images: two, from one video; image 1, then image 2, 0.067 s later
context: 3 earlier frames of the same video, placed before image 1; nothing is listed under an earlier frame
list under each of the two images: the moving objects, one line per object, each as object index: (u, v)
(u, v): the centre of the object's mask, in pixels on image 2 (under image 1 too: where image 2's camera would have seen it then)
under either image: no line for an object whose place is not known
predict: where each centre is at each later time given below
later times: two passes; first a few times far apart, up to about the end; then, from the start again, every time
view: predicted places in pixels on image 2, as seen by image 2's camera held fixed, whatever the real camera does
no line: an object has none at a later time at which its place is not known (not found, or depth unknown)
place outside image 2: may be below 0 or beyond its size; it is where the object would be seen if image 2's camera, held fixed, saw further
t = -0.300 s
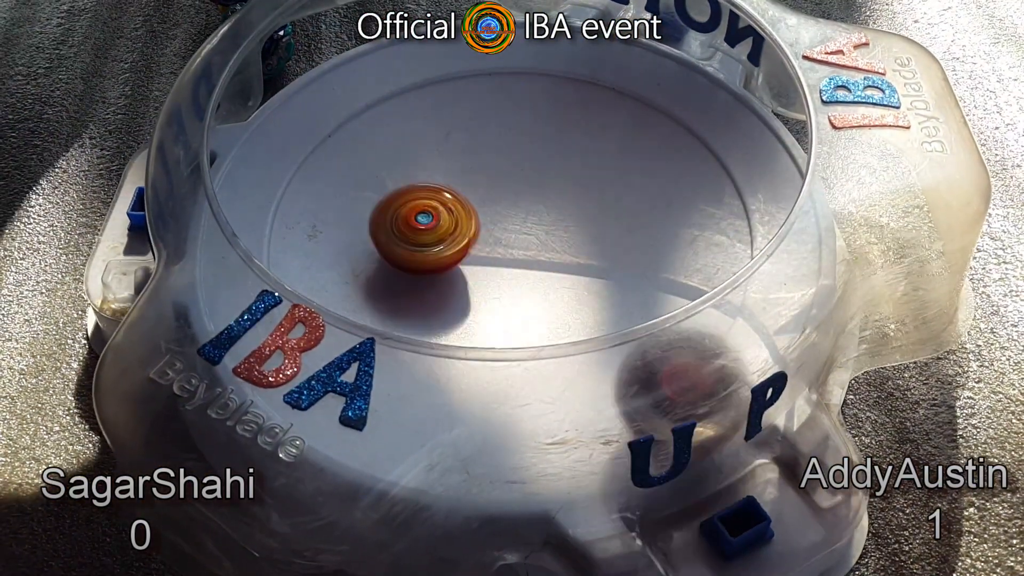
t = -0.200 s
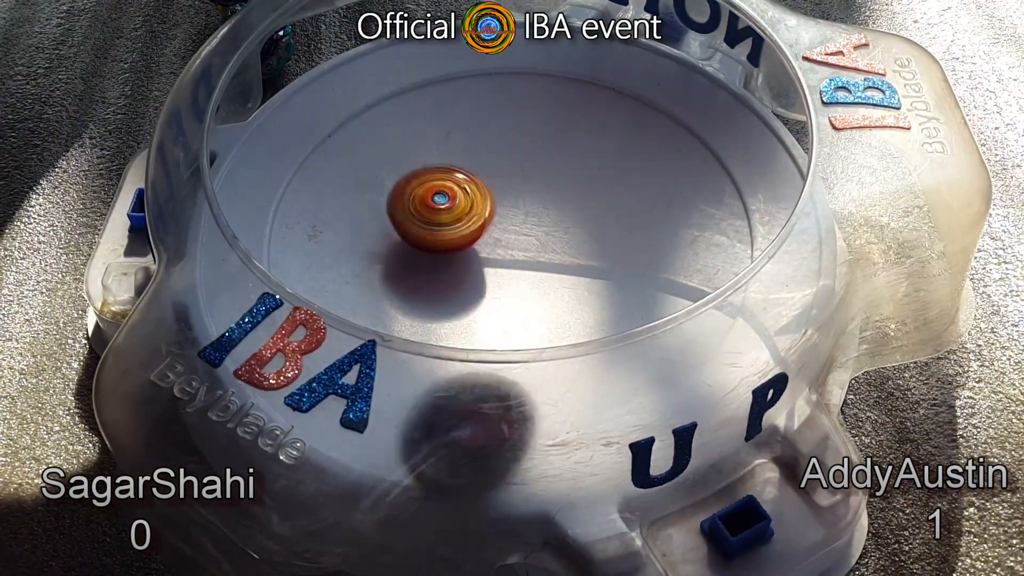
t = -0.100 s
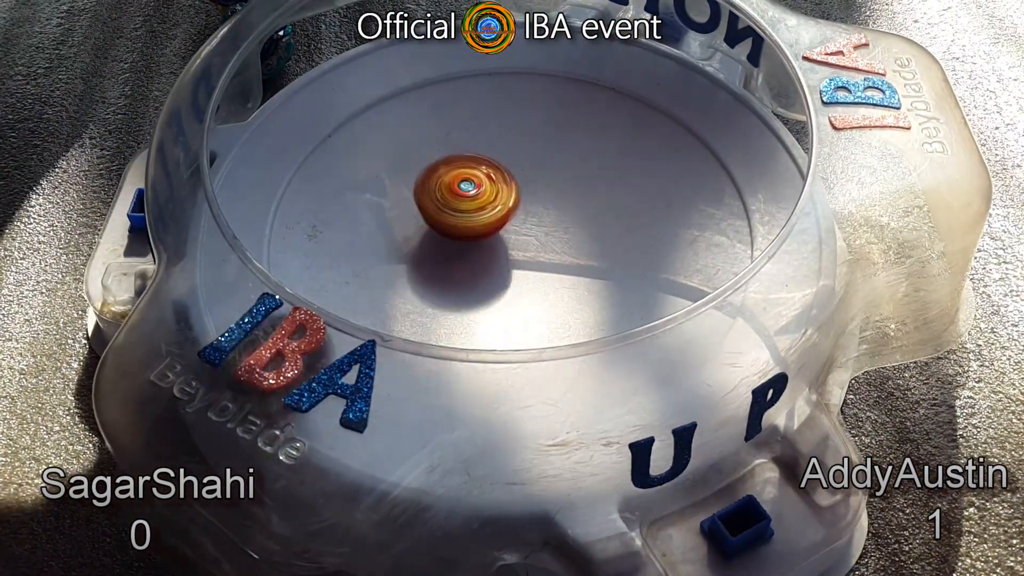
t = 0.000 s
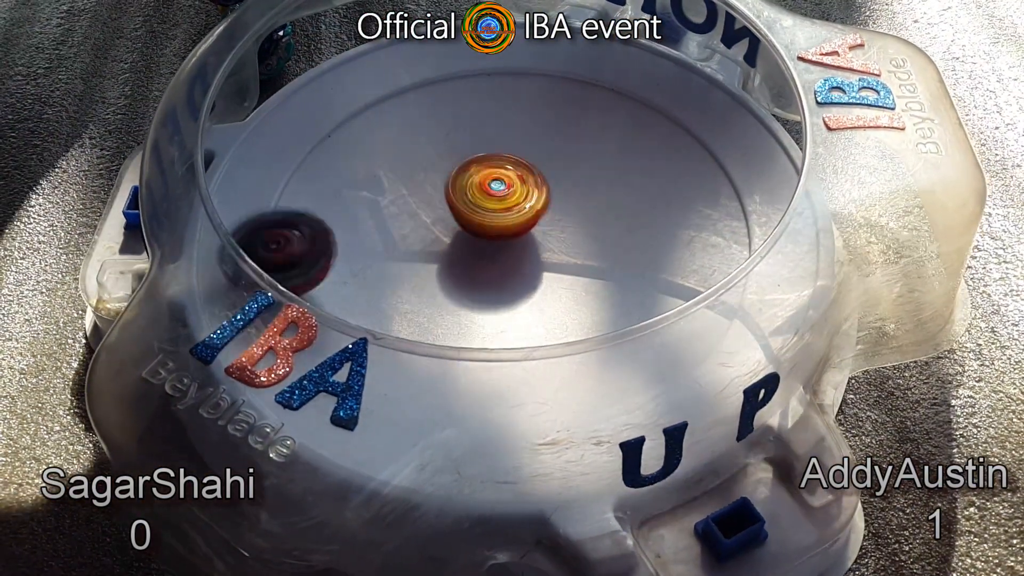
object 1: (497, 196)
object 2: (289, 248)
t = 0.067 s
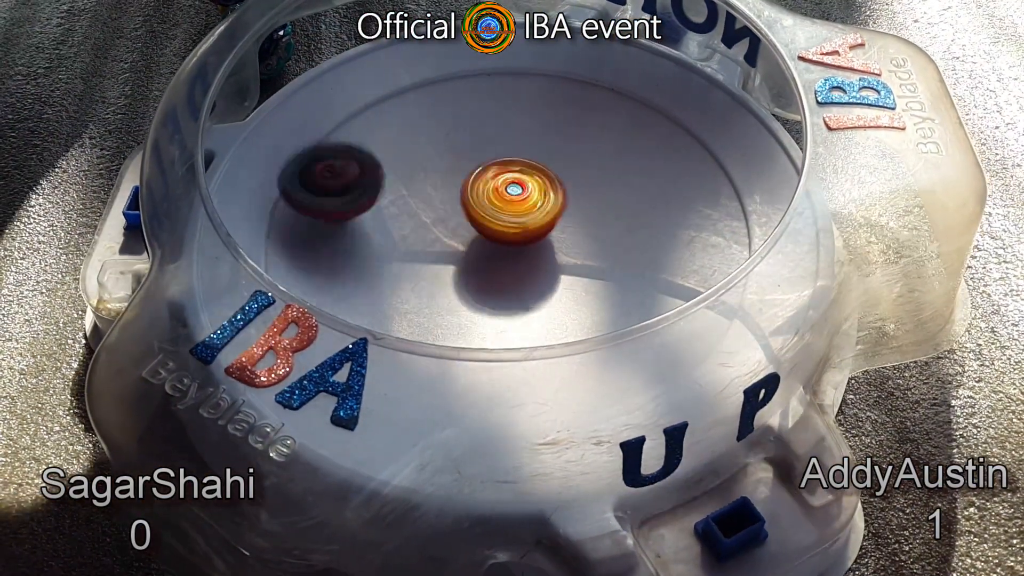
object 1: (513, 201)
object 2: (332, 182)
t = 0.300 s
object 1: (536, 248)
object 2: (630, 67)
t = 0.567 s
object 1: (481, 277)
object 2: (763, 309)
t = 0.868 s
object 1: (458, 246)
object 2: (289, 231)
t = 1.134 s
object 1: (493, 223)
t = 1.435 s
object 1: (508, 278)
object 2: (656, 198)
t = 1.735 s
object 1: (460, 258)
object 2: (459, 361)
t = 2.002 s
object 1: (501, 210)
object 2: (296, 165)
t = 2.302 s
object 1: (577, 242)
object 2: (593, 72)
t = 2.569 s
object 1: (511, 284)
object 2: (712, 267)
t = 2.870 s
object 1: (474, 211)
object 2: (349, 331)
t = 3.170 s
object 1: (576, 191)
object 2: (363, 100)
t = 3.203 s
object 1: (586, 196)
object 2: (394, 82)
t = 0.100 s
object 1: (520, 205)
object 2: (363, 147)
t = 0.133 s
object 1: (525, 211)
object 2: (397, 113)
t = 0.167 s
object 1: (531, 218)
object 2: (438, 86)
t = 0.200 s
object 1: (535, 225)
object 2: (482, 70)
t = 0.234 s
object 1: (536, 232)
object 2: (533, 59)
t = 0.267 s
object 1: (538, 241)
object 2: (578, 60)
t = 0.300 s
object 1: (536, 248)
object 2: (630, 67)
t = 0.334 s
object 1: (532, 255)
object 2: (682, 80)
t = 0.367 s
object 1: (528, 261)
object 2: (729, 103)
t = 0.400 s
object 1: (521, 266)
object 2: (762, 133)
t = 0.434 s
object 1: (515, 270)
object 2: (776, 159)
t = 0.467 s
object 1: (506, 274)
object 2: (815, 192)
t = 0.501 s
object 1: (499, 277)
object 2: (816, 235)
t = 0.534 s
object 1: (489, 277)
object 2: (806, 274)
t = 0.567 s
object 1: (481, 277)
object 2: (763, 309)
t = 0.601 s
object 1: (473, 276)
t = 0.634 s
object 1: (468, 274)
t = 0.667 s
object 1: (462, 270)
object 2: (586, 364)
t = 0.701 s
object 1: (459, 266)
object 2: (520, 365)
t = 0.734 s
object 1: (456, 261)
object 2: (450, 348)
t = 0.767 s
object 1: (457, 256)
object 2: (403, 328)
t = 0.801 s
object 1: (456, 253)
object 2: (357, 293)
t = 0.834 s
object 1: (456, 249)
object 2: (317, 265)
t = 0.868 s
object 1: (458, 246)
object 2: (289, 231)
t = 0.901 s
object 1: (459, 241)
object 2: (274, 190)
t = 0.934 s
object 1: (462, 238)
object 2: (285, 151)
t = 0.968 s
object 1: (466, 234)
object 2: (309, 117)
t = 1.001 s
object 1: (470, 230)
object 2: (339, 83)
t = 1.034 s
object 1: (475, 228)
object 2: (371, 60)
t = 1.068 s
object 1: (479, 226)
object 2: (409, 51)
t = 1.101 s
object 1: (486, 224)
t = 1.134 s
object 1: (493, 223)
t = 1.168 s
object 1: (500, 222)
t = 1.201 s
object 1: (508, 222)
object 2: (524, 49)
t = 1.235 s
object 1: (515, 222)
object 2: (539, 72)
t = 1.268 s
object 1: (522, 223)
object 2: (563, 95)
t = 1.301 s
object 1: (529, 226)
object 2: (585, 127)
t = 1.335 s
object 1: (533, 230)
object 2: (601, 159)
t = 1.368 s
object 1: (525, 249)
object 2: (625, 170)
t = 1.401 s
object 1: (517, 265)
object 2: (645, 182)
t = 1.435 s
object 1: (508, 278)
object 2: (656, 198)
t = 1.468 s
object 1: (498, 287)
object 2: (662, 218)
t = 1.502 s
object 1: (487, 294)
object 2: (659, 241)
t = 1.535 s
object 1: (475, 297)
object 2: (648, 264)
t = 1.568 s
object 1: (466, 295)
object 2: (631, 283)
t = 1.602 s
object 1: (461, 291)
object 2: (605, 300)
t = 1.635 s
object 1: (459, 286)
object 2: (574, 313)
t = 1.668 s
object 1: (458, 277)
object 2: (543, 338)
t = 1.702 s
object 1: (459, 267)
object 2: (501, 349)
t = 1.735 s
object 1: (460, 258)
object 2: (459, 361)
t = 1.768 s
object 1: (460, 250)
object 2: (422, 342)
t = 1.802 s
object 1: (463, 241)
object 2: (390, 331)
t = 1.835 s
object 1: (467, 234)
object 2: (354, 300)
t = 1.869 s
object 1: (471, 228)
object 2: (321, 281)
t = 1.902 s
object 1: (477, 221)
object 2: (282, 260)
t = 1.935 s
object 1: (484, 217)
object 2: (280, 229)
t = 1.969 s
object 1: (492, 213)
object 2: (282, 198)
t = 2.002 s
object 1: (501, 210)
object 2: (296, 165)
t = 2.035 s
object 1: (509, 209)
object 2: (315, 134)
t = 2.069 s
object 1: (519, 209)
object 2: (341, 108)
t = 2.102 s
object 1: (528, 210)
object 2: (372, 88)
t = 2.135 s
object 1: (538, 212)
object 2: (406, 73)
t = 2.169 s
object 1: (547, 216)
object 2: (443, 68)
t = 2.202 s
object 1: (556, 220)
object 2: (482, 66)
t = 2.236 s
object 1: (564, 226)
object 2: (523, 65)
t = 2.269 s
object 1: (571, 233)
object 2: (558, 64)
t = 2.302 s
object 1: (577, 242)
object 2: (593, 72)
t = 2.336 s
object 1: (580, 250)
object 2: (627, 82)
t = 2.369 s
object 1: (579, 258)
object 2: (657, 100)
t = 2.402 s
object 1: (575, 267)
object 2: (683, 122)
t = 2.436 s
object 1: (567, 275)
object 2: (706, 150)
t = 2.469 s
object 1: (555, 281)
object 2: (721, 178)
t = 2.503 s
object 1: (541, 285)
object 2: (728, 210)
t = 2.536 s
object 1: (527, 286)
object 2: (720, 237)
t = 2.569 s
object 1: (511, 284)
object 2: (712, 267)
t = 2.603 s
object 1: (497, 280)
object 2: (698, 310)
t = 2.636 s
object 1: (485, 274)
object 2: (669, 341)
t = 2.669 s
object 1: (475, 265)
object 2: (634, 366)
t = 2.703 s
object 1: (468, 256)
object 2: (583, 383)
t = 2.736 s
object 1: (464, 246)
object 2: (528, 391)
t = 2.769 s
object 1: (463, 236)
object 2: (470, 395)
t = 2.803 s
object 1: (464, 227)
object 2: (421, 380)
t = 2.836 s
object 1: (468, 219)
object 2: (389, 360)
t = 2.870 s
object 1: (474, 211)
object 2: (349, 331)
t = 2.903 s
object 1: (482, 204)
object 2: (332, 293)
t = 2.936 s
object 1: (491, 198)
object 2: (309, 272)
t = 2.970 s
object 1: (503, 192)
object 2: (292, 249)
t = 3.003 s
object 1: (515, 188)
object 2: (283, 225)
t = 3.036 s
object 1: (528, 186)
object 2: (285, 197)
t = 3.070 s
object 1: (540, 185)
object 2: (297, 169)
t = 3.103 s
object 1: (552, 186)
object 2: (314, 143)
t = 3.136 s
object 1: (564, 188)
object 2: (336, 120)
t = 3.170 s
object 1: (576, 191)
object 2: (363, 100)
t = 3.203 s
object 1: (586, 196)
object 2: (394, 82)
